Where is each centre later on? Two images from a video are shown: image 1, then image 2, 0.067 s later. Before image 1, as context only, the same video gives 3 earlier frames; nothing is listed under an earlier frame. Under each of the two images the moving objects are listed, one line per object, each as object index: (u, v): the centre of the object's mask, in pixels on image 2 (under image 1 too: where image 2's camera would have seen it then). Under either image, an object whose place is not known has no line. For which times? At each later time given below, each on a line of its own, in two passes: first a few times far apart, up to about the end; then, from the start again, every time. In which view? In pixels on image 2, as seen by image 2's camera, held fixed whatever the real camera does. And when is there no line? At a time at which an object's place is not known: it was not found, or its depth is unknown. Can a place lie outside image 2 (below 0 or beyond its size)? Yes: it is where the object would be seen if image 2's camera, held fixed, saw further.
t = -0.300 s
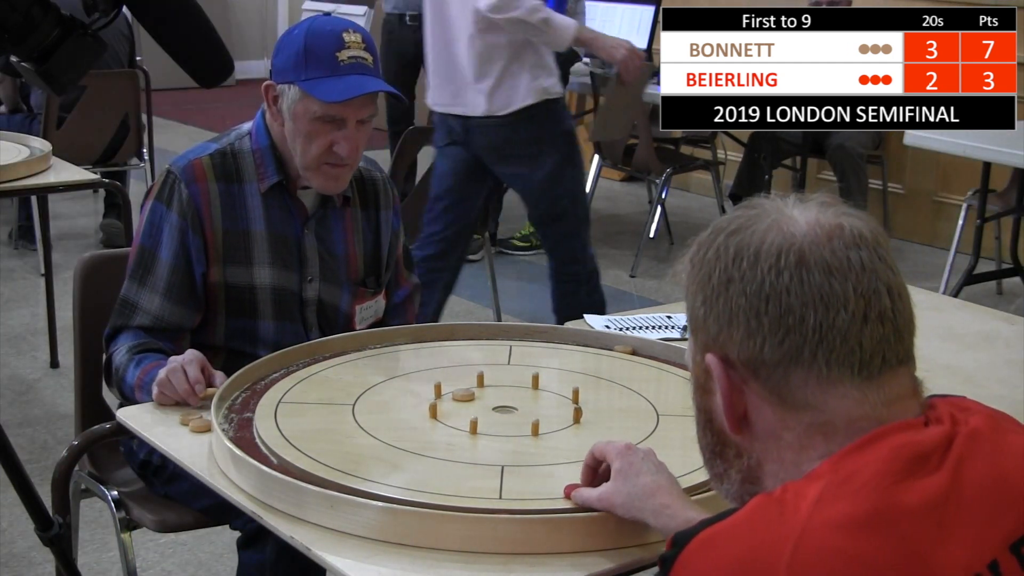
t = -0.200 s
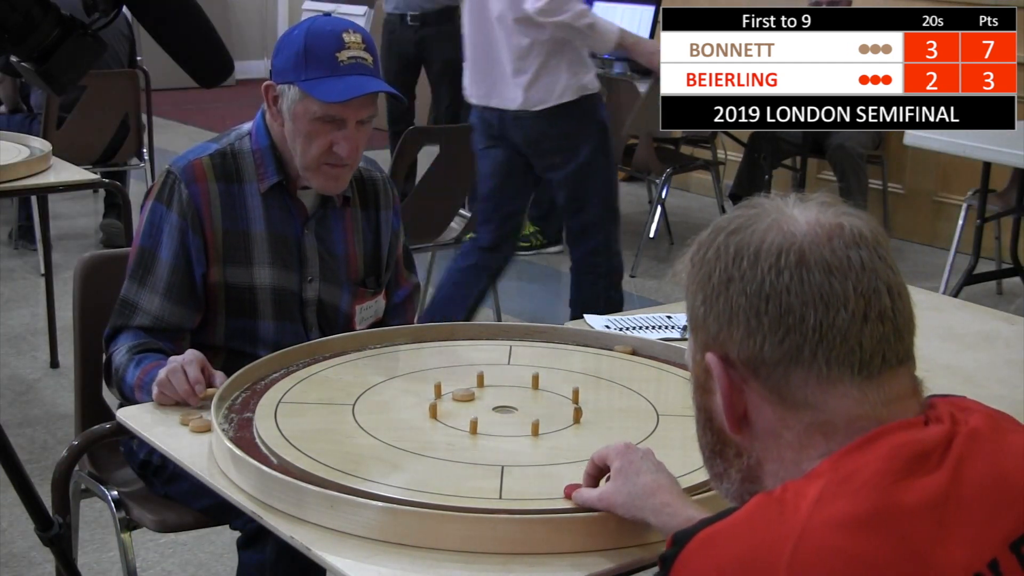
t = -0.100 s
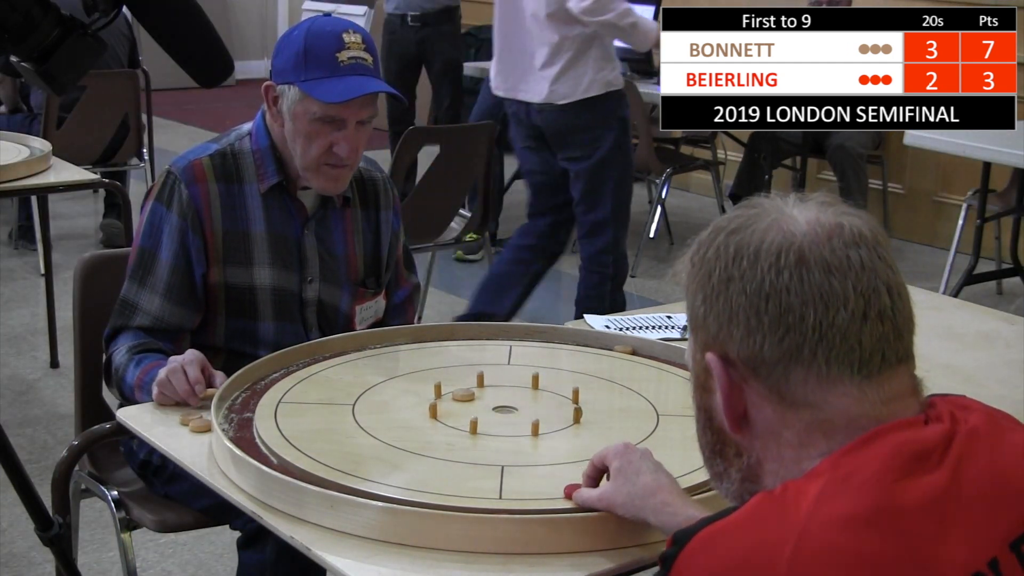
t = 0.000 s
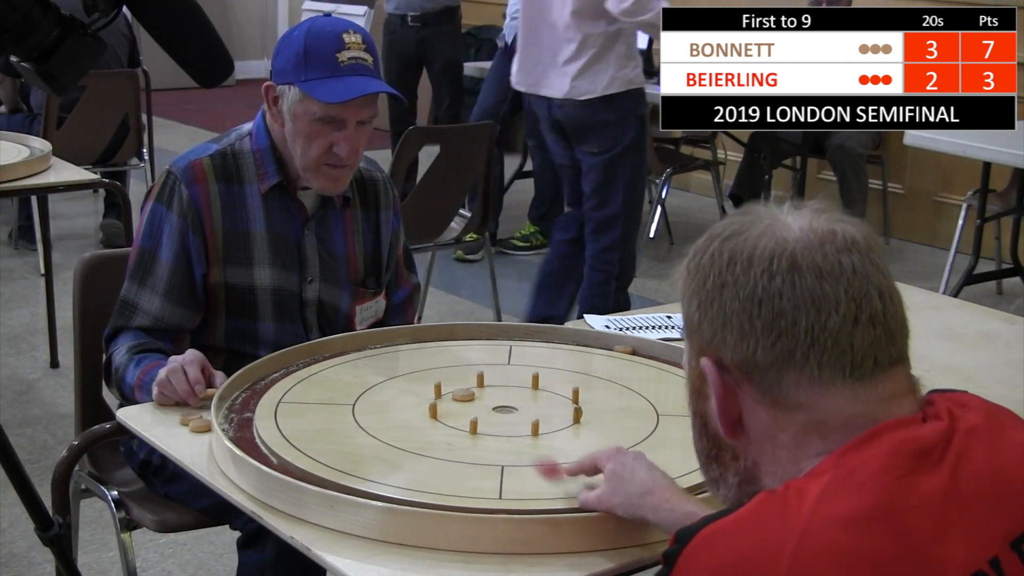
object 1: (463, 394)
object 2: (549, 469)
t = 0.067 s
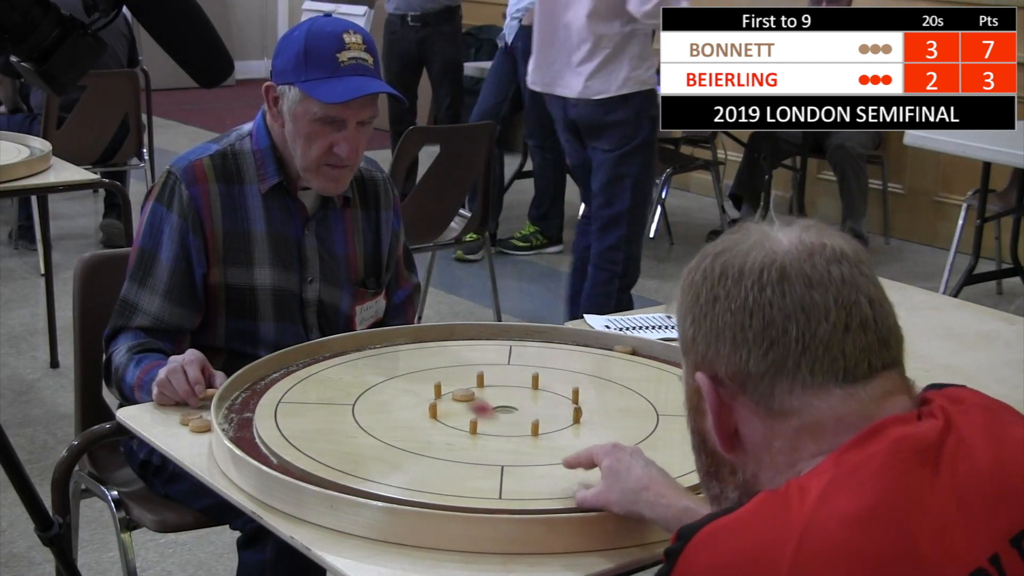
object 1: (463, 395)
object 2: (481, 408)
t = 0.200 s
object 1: (395, 340)
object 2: (469, 391)
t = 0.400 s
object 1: (411, 337)
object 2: (462, 381)
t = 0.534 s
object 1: (414, 339)
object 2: (461, 381)
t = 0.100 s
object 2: (472, 398)
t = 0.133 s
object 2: (471, 395)
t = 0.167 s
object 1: (398, 344)
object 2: (470, 393)
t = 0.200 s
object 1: (395, 340)
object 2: (469, 391)
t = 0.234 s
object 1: (393, 334)
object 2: (468, 389)
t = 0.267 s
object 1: (398, 332)
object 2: (467, 386)
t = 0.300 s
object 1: (402, 336)
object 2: (466, 385)
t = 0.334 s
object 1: (407, 338)
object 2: (464, 383)
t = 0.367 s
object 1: (409, 337)
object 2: (463, 382)
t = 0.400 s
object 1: (411, 337)
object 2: (462, 381)
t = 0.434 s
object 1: (412, 339)
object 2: (461, 381)
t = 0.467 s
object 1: (413, 337)
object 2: (461, 381)
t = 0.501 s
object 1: (414, 337)
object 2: (461, 381)
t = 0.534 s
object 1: (414, 339)
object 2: (461, 381)
